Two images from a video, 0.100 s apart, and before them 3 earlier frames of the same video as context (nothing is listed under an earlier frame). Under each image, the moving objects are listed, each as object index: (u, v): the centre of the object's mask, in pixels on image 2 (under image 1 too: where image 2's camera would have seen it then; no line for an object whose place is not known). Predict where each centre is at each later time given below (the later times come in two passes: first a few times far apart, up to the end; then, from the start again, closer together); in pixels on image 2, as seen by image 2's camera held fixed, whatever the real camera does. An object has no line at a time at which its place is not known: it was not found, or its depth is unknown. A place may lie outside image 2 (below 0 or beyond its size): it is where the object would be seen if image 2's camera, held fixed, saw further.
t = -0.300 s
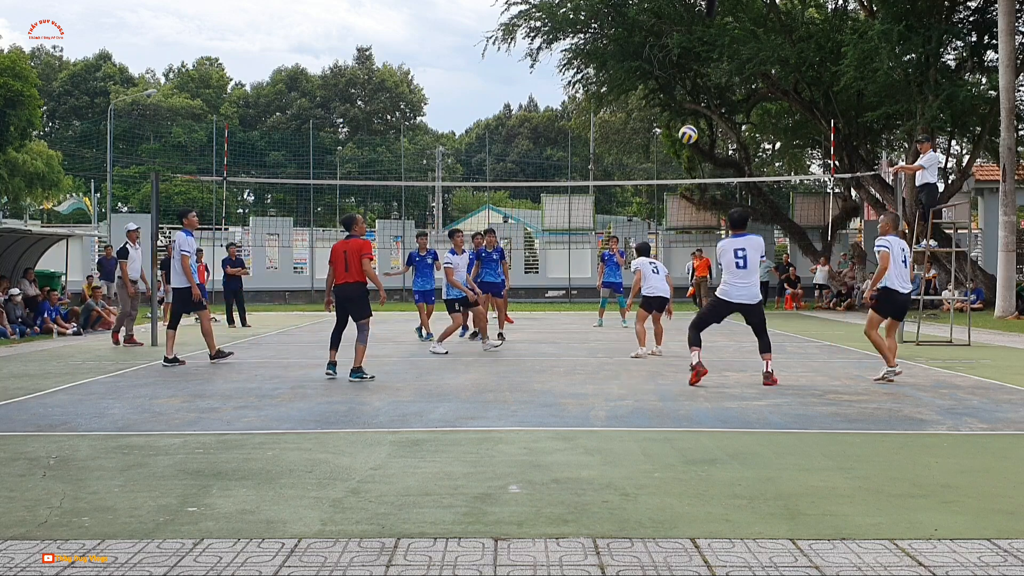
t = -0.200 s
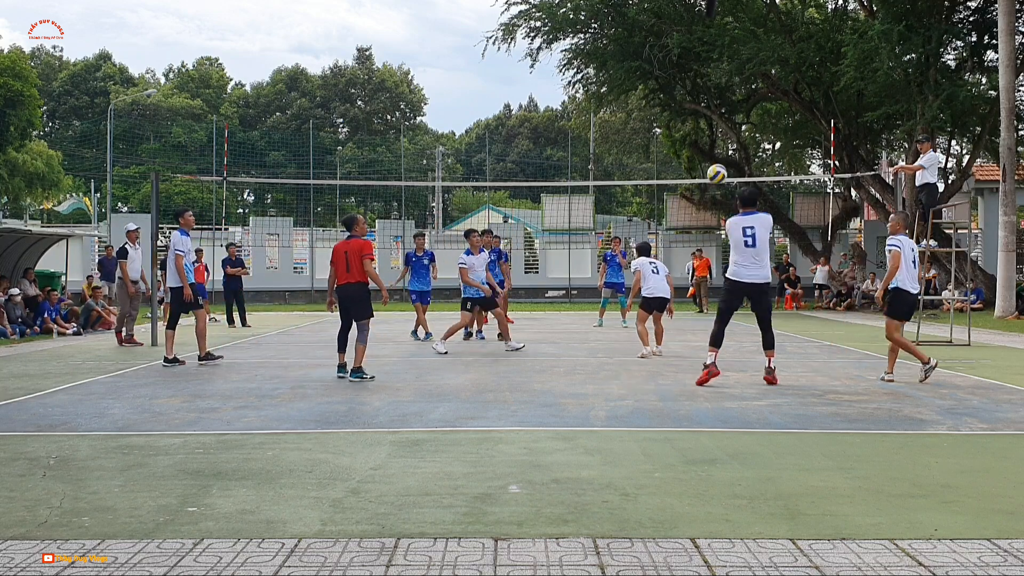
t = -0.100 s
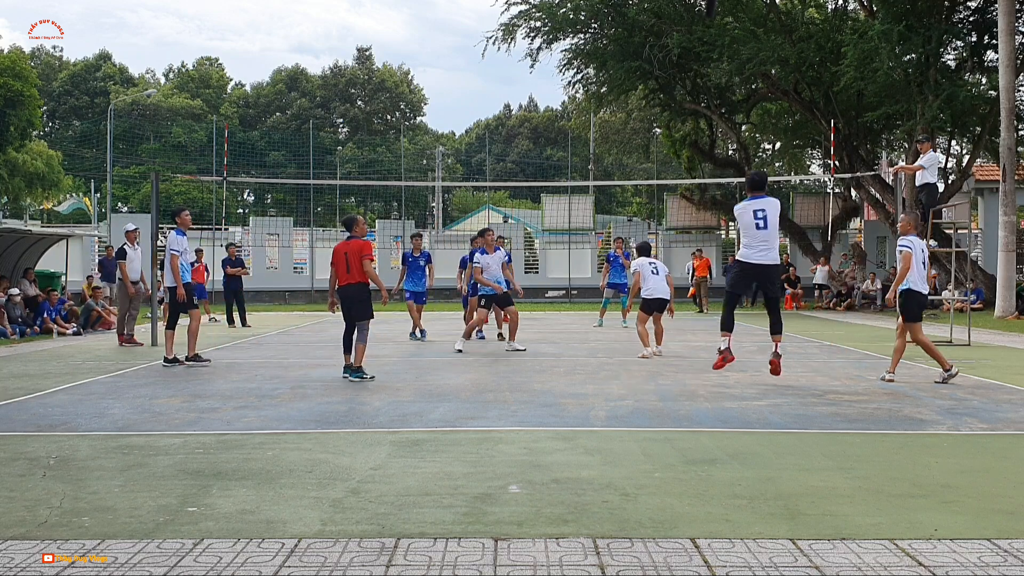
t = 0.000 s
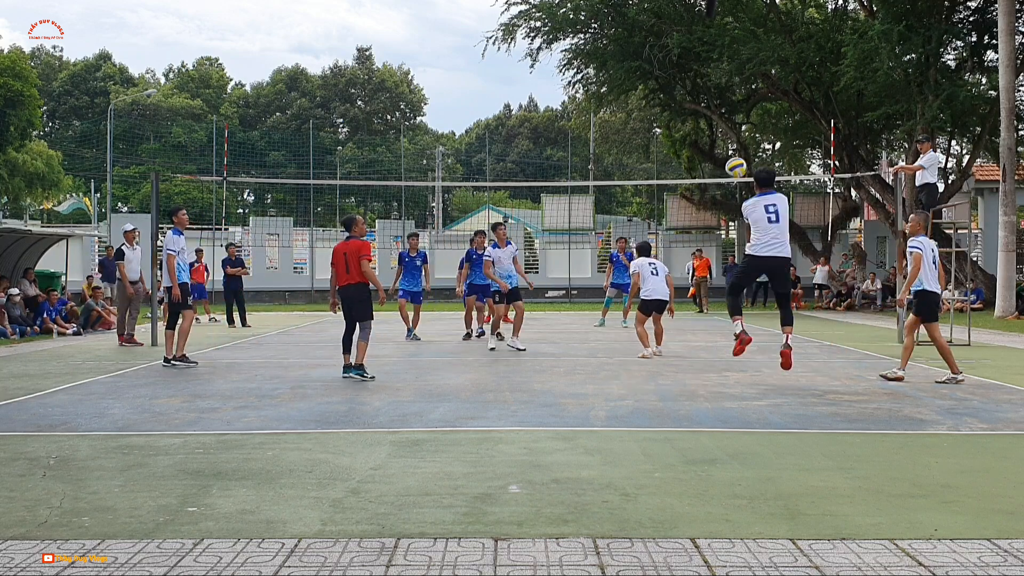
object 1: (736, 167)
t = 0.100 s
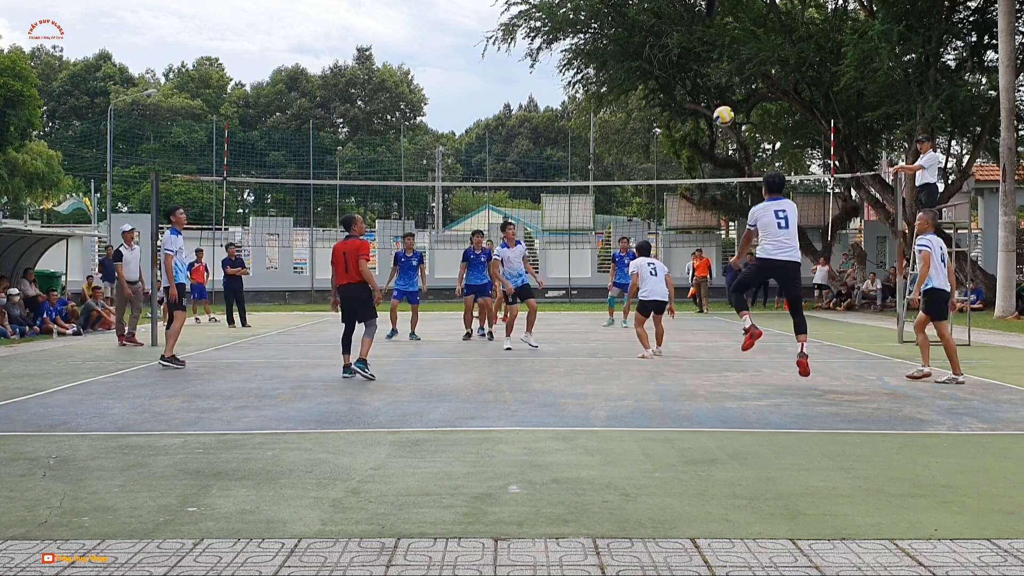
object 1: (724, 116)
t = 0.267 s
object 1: (705, 57)
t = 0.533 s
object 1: (679, 20)
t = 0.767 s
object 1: (660, 36)
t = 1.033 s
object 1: (641, 99)
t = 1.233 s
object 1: (628, 170)
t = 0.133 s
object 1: (720, 101)
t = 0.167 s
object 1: (716, 88)
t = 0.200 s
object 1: (712, 77)
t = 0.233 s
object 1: (708, 66)
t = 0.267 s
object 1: (705, 57)
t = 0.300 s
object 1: (701, 48)
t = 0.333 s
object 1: (698, 41)
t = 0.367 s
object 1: (695, 35)
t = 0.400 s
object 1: (691, 30)
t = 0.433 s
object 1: (688, 26)
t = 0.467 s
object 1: (685, 23)
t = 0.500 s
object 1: (682, 21)
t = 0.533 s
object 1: (679, 20)
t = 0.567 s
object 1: (676, 20)
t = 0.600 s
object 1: (673, 21)
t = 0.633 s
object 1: (671, 22)
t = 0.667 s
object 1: (668, 25)
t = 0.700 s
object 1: (665, 28)
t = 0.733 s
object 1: (662, 32)
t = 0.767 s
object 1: (660, 36)
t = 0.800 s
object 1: (657, 42)
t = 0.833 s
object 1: (655, 48)
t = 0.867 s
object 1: (652, 55)
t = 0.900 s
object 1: (650, 63)
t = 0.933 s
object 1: (647, 71)
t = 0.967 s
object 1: (645, 80)
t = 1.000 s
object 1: (643, 89)
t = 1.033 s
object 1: (641, 99)
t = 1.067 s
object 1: (639, 110)
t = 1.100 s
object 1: (636, 120)
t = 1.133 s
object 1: (635, 133)
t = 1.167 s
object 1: (633, 144)
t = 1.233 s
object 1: (628, 170)
